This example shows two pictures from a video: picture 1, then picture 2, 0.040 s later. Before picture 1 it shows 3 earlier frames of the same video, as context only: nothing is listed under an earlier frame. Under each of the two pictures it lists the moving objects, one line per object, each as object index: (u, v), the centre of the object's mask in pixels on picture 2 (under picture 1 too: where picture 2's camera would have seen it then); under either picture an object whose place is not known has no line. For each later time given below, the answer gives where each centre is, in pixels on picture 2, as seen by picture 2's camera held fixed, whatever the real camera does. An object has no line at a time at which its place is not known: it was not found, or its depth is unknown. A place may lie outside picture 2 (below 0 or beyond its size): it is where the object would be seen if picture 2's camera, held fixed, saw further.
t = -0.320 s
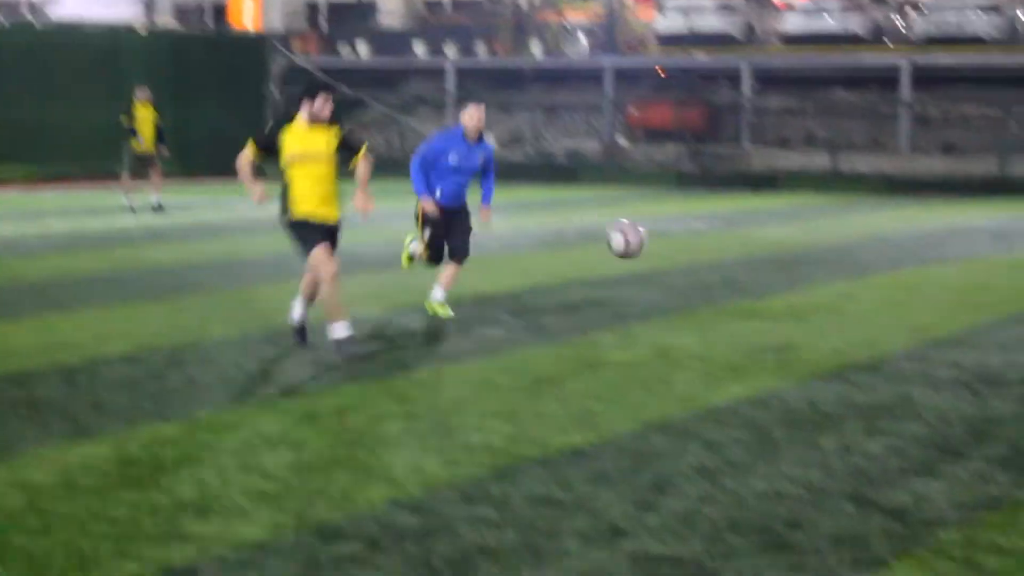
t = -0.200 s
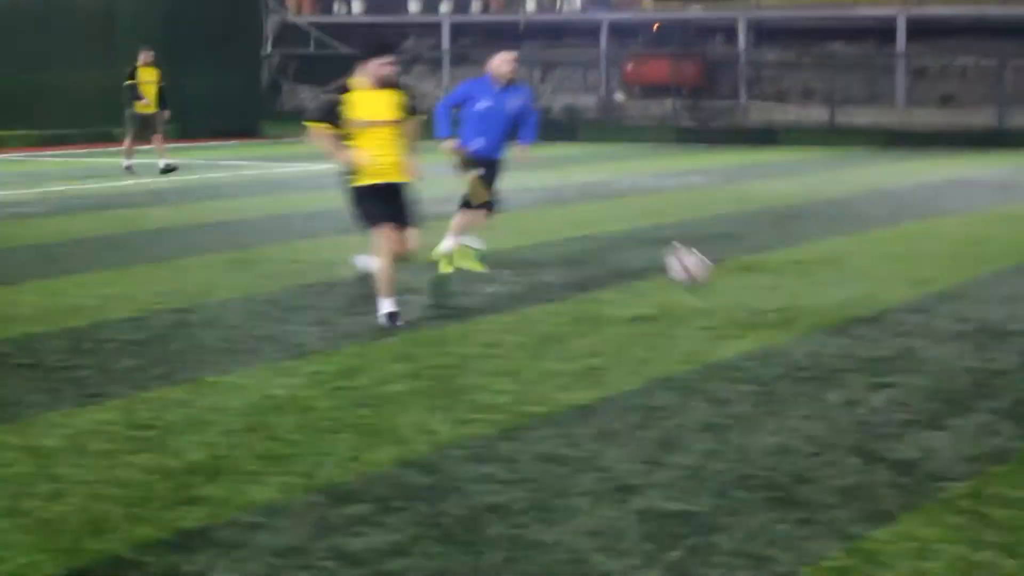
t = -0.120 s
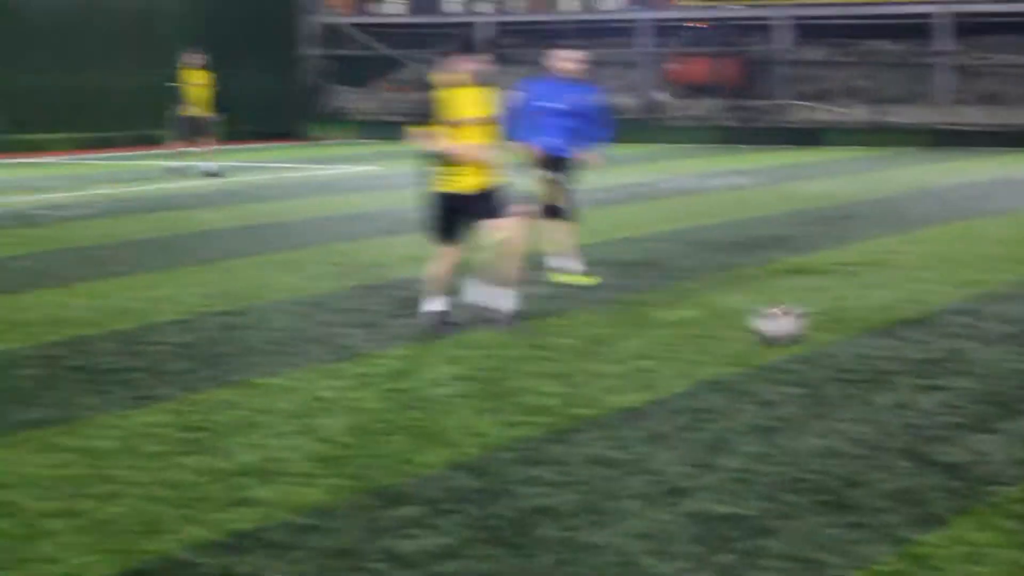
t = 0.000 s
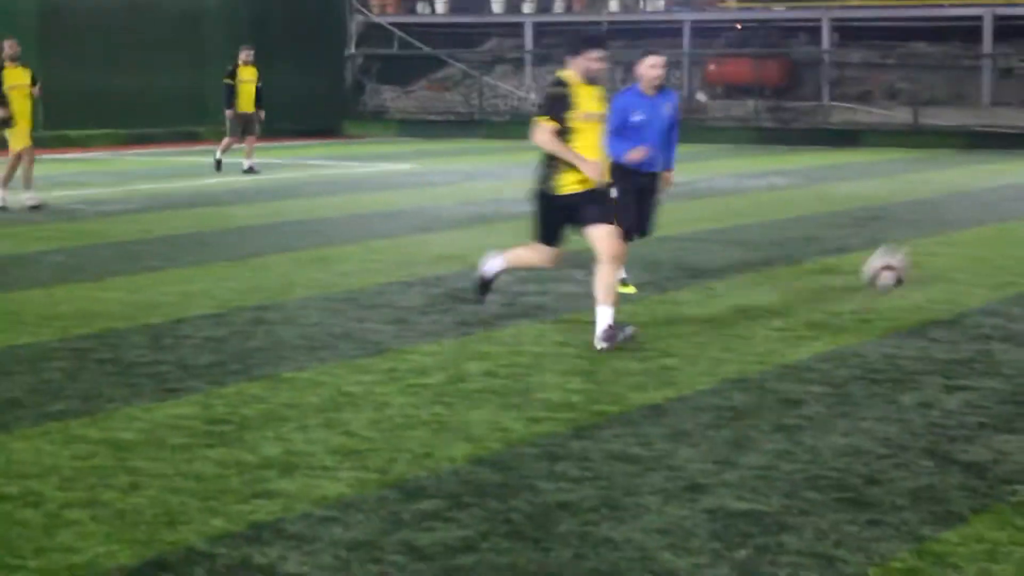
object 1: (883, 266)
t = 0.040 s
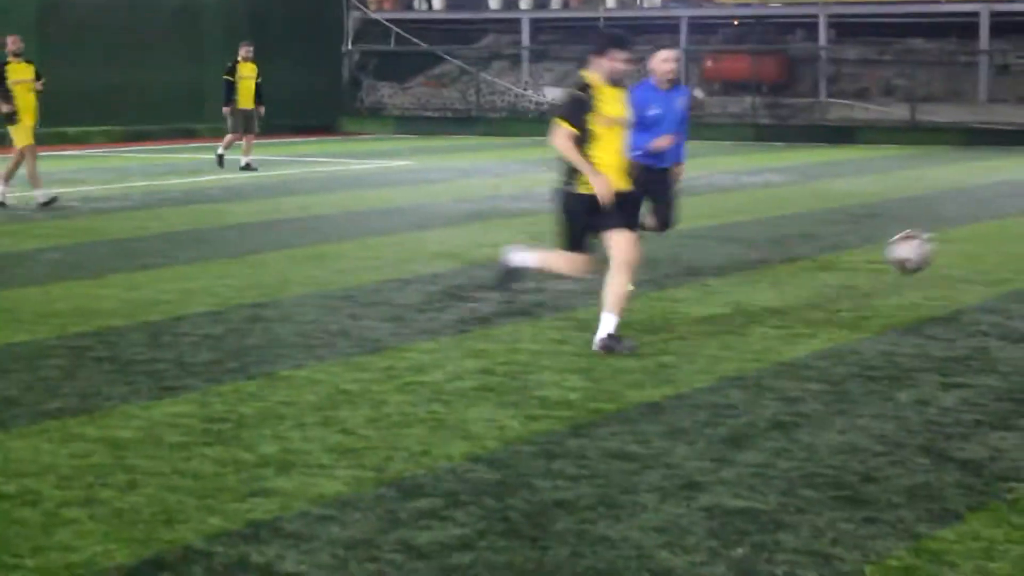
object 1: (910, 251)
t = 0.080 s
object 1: (936, 240)
